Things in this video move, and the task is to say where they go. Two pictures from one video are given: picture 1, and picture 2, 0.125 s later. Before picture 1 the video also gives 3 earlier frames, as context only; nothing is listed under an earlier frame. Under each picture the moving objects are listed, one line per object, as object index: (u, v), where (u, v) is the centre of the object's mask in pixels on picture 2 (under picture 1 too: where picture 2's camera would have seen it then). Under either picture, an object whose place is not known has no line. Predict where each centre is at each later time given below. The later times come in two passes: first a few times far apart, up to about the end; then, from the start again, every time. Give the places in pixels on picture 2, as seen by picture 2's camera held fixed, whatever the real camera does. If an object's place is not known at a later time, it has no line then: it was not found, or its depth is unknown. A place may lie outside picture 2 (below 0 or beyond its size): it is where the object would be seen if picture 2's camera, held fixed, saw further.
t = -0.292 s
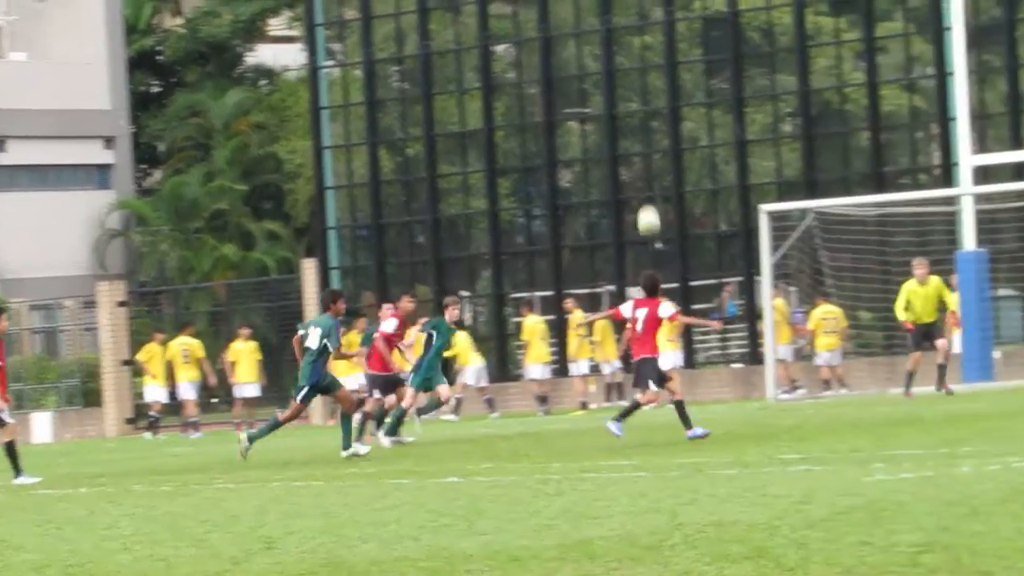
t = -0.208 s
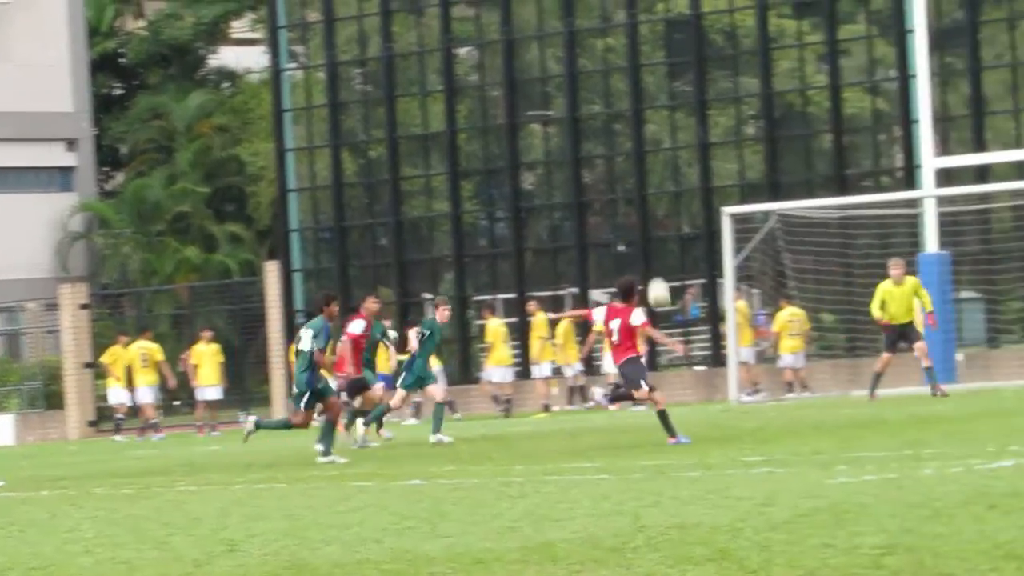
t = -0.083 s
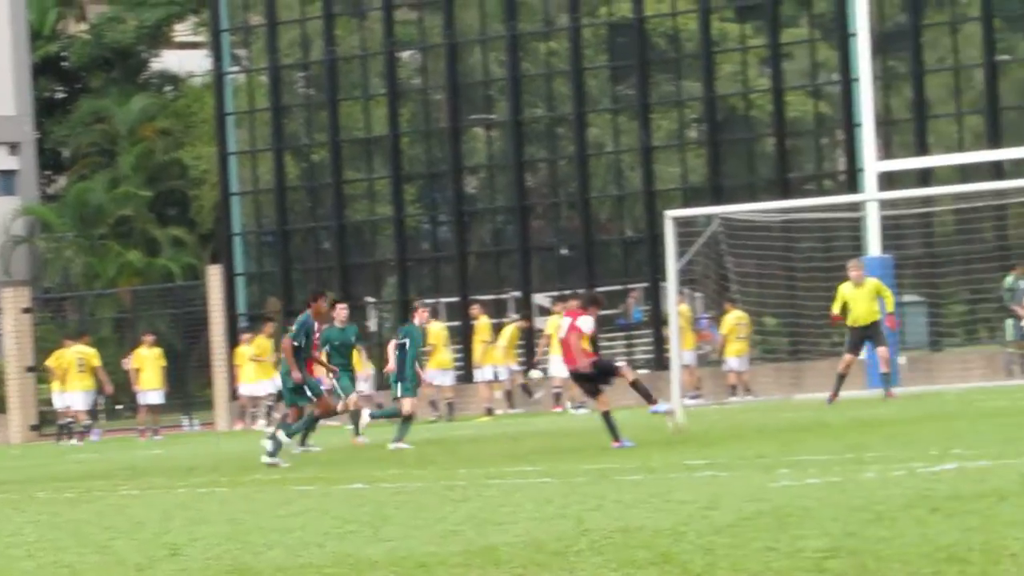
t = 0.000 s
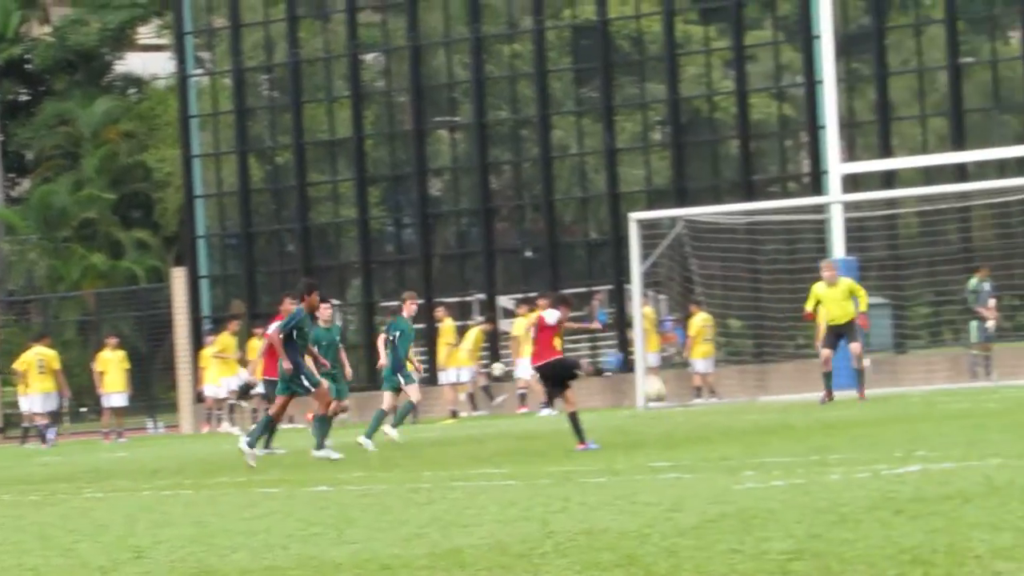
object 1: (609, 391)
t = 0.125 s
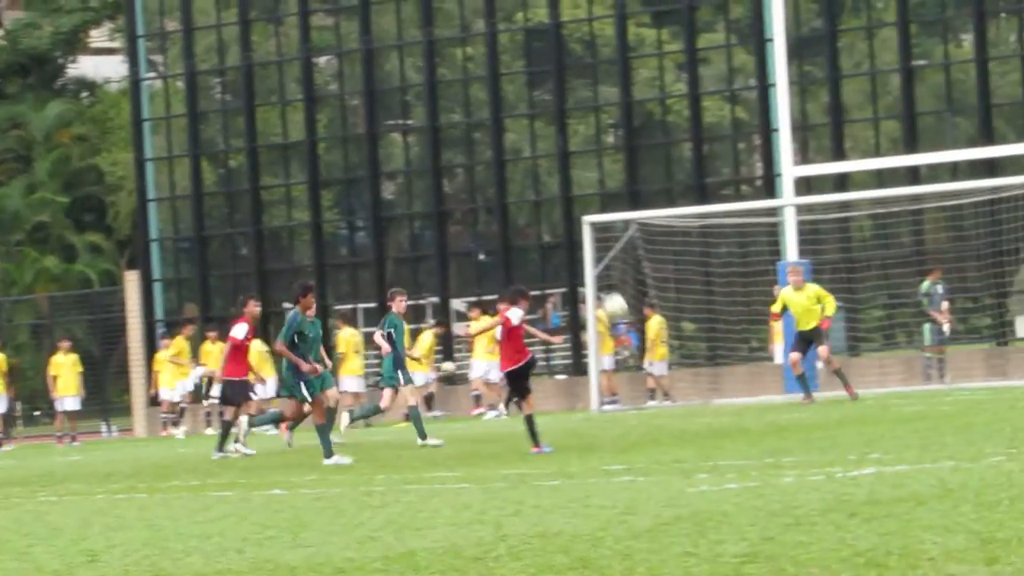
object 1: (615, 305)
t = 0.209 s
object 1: (621, 258)
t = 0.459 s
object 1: (643, 156)
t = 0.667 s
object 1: (666, 121)
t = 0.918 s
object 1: (697, 135)
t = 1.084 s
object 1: (720, 181)
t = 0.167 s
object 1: (618, 281)
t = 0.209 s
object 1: (621, 258)
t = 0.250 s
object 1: (625, 236)
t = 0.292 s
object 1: (628, 216)
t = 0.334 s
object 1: (632, 199)
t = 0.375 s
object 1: (636, 184)
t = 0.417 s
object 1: (640, 169)
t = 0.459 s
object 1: (643, 156)
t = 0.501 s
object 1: (647, 146)
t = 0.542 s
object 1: (652, 136)
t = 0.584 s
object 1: (657, 129)
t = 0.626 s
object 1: (661, 124)
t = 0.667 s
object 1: (666, 121)
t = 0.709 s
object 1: (670, 118)
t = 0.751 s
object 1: (675, 117)
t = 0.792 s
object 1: (680, 119)
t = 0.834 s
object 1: (686, 122)
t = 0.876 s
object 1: (692, 128)
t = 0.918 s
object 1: (697, 135)
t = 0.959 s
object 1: (702, 144)
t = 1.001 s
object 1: (708, 154)
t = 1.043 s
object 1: (714, 167)
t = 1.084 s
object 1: (720, 181)
